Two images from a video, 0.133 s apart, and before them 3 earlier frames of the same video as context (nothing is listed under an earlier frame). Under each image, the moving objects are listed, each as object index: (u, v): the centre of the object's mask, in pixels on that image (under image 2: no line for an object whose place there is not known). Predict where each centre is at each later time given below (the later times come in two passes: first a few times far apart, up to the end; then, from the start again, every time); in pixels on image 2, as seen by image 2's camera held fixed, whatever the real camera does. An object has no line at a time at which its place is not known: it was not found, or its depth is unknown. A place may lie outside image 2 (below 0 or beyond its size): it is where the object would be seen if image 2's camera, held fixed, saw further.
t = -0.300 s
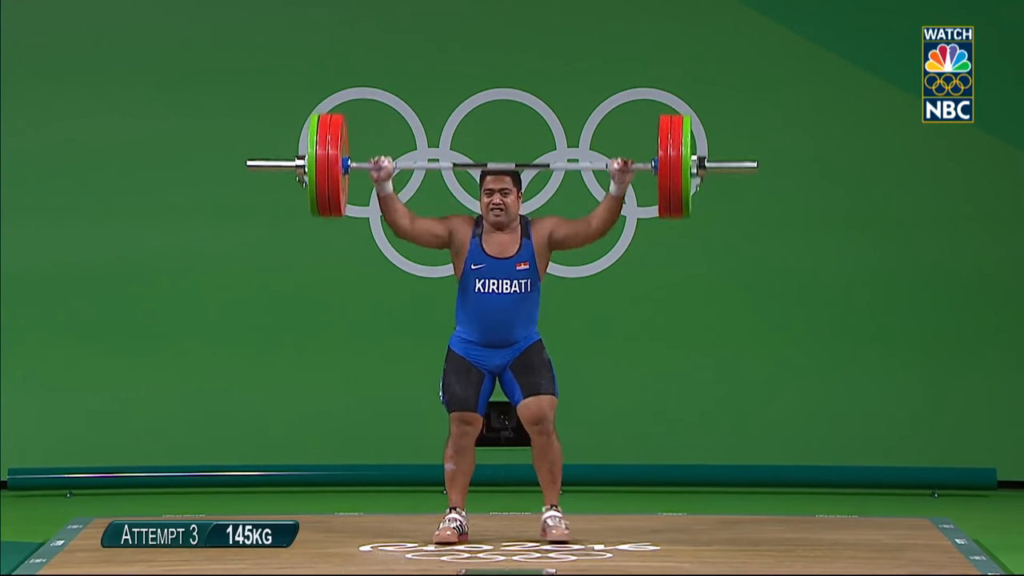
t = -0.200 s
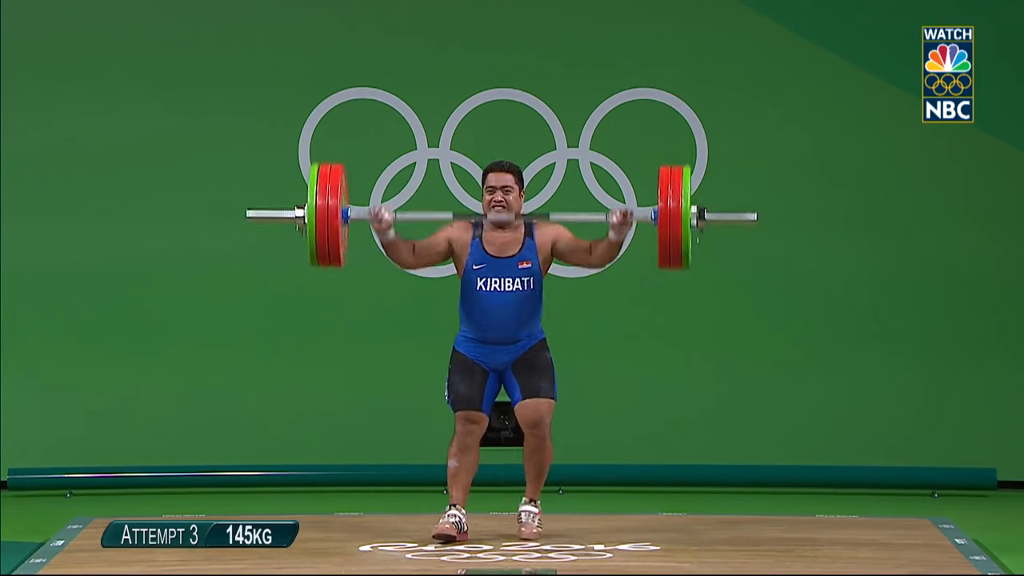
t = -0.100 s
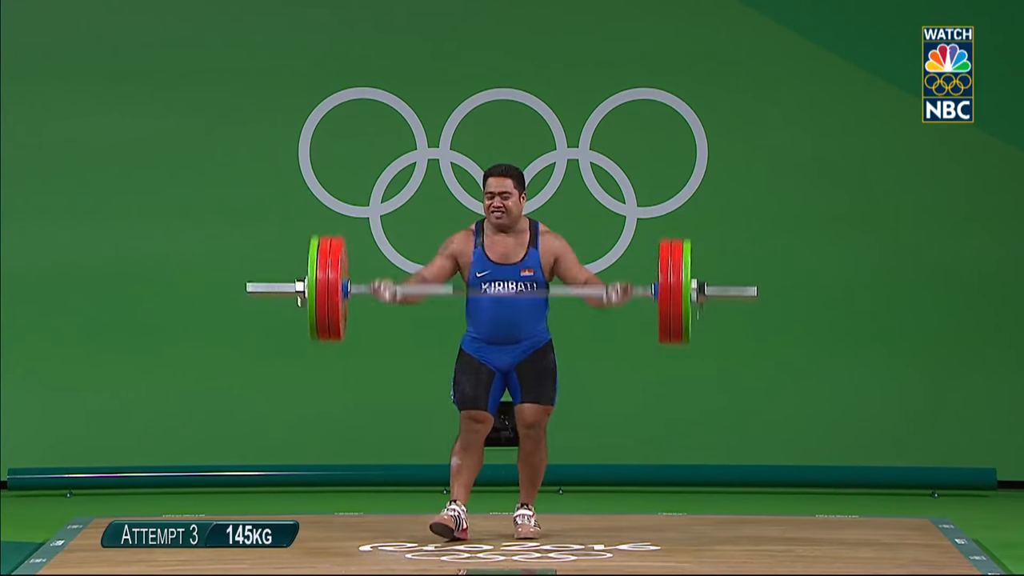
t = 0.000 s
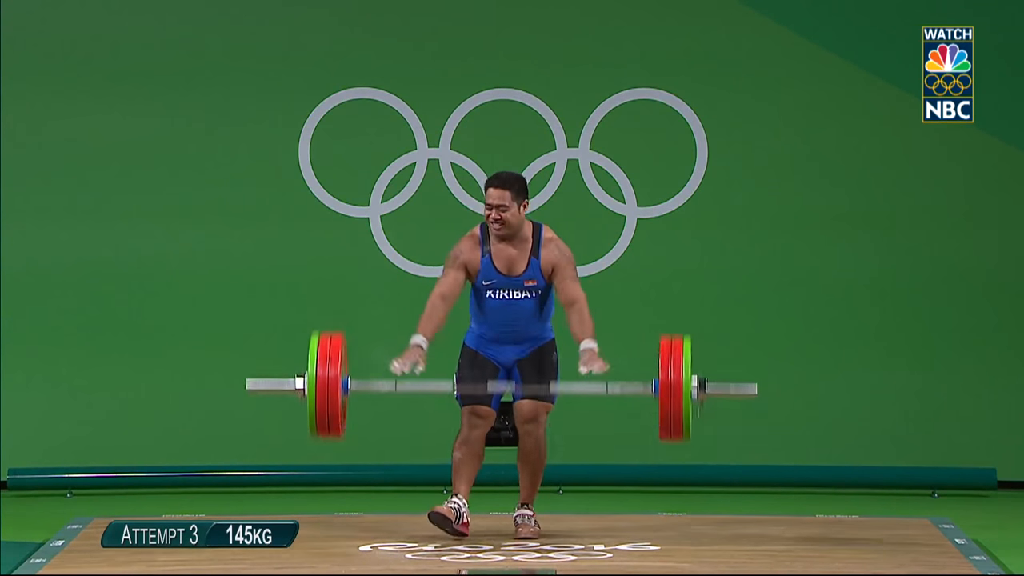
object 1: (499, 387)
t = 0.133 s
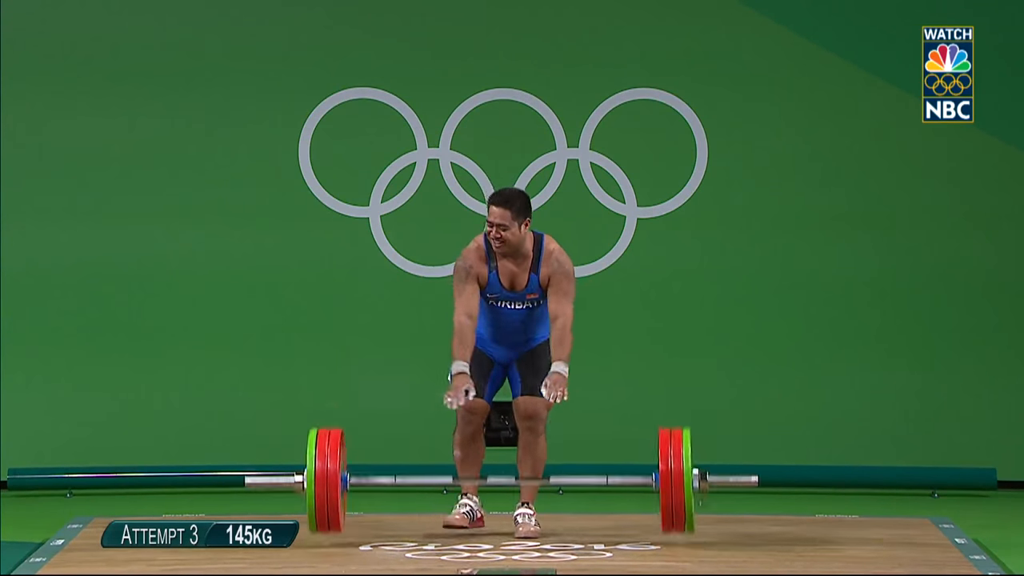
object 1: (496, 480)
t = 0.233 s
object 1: (500, 439)
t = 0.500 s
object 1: (502, 438)
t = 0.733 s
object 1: (498, 479)
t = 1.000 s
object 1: (500, 493)
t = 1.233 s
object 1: (493, 496)
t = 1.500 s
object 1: (513, 492)
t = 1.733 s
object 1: (511, 493)
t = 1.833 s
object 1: (516, 493)
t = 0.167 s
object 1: (498, 463)
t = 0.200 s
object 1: (500, 450)
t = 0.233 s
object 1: (500, 439)
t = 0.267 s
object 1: (500, 430)
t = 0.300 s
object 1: (501, 423)
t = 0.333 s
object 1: (503, 420)
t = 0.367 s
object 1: (502, 419)
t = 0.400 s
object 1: (502, 419)
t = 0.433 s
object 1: (502, 423)
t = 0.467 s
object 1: (504, 430)
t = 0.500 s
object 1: (502, 438)
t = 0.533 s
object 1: (502, 449)
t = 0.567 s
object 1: (504, 463)
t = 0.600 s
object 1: (499, 480)
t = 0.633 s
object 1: (499, 495)
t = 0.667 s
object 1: (501, 491)
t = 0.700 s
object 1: (502, 484)
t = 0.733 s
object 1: (498, 479)
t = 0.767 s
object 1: (498, 478)
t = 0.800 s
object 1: (496, 479)
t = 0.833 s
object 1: (498, 482)
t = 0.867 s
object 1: (495, 488)
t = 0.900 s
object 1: (500, 491)
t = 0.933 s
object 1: (498, 495)
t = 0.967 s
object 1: (498, 494)
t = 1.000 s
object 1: (500, 493)
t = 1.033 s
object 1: (498, 493)
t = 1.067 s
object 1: (497, 494)
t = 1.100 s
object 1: (498, 496)
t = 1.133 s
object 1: (497, 495)
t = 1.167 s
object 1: (496, 495)
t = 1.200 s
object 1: (496, 495)
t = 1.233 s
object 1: (493, 496)
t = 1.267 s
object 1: (496, 496)
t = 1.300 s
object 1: (496, 495)
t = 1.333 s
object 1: (496, 495)
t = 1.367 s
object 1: (497, 495)
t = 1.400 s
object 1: (495, 496)
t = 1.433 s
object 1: (496, 495)
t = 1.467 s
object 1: (514, 492)
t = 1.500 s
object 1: (513, 492)
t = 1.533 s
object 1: (513, 492)
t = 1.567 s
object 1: (514, 492)
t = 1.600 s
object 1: (514, 492)
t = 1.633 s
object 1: (514, 492)
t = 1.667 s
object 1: (514, 492)
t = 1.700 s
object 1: (513, 492)
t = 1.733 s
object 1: (511, 493)
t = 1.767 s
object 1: (513, 492)
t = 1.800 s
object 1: (514, 493)
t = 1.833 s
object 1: (516, 493)
